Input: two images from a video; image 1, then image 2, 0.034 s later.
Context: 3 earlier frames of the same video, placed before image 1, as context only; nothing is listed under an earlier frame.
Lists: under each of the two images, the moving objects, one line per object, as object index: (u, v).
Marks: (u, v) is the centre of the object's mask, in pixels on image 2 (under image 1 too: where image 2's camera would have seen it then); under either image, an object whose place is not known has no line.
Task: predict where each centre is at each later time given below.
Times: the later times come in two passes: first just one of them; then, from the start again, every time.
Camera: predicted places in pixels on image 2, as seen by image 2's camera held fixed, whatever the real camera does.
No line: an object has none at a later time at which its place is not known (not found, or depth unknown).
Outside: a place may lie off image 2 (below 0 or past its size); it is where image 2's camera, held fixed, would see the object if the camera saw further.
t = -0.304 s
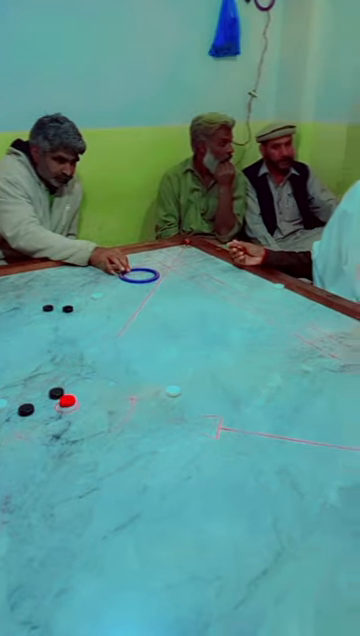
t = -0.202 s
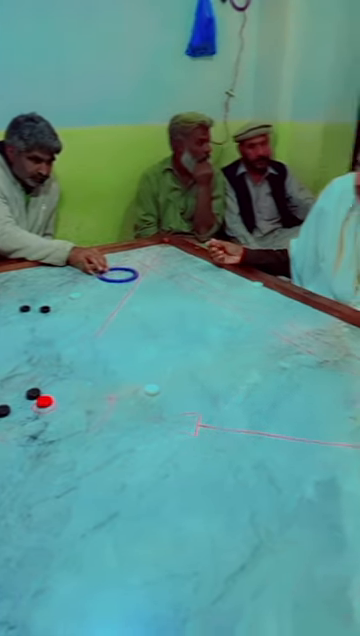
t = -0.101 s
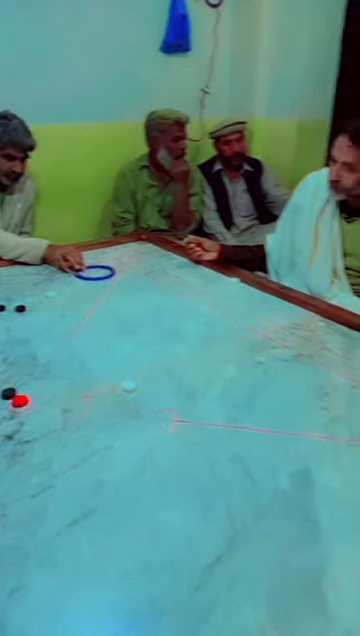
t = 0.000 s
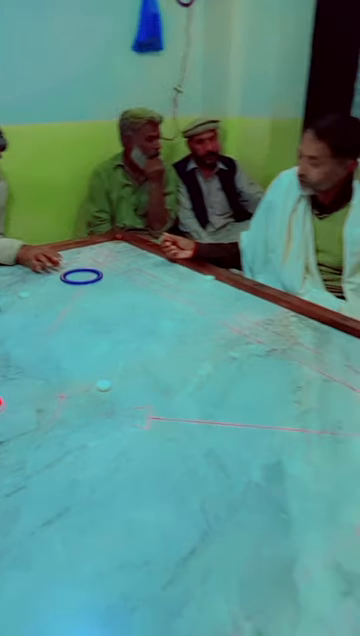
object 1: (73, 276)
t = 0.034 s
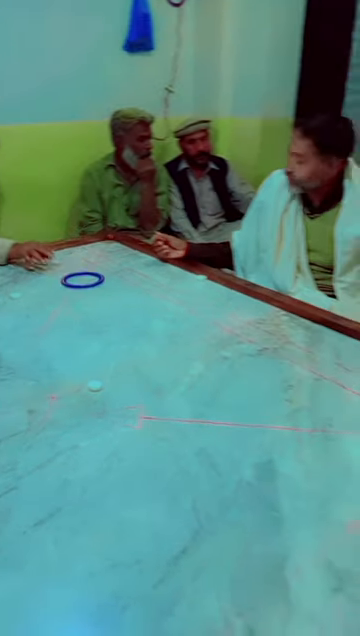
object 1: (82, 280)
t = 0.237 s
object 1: (147, 301)
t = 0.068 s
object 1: (93, 283)
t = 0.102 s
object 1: (103, 287)
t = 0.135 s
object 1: (113, 290)
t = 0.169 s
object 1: (124, 294)
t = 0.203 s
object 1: (135, 298)
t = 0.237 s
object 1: (147, 301)
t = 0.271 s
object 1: (158, 305)
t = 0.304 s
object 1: (171, 310)
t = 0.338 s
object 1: (183, 314)
